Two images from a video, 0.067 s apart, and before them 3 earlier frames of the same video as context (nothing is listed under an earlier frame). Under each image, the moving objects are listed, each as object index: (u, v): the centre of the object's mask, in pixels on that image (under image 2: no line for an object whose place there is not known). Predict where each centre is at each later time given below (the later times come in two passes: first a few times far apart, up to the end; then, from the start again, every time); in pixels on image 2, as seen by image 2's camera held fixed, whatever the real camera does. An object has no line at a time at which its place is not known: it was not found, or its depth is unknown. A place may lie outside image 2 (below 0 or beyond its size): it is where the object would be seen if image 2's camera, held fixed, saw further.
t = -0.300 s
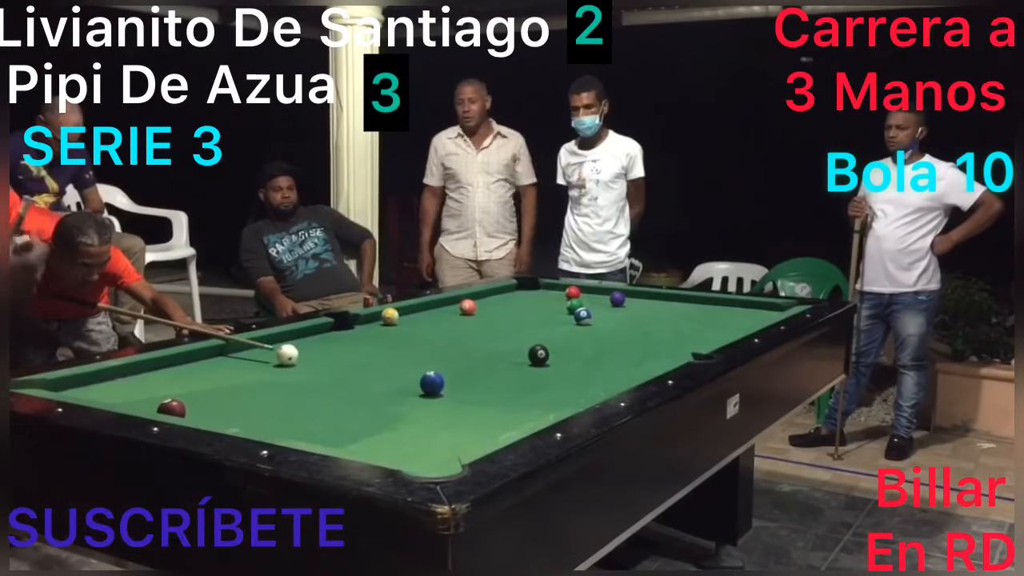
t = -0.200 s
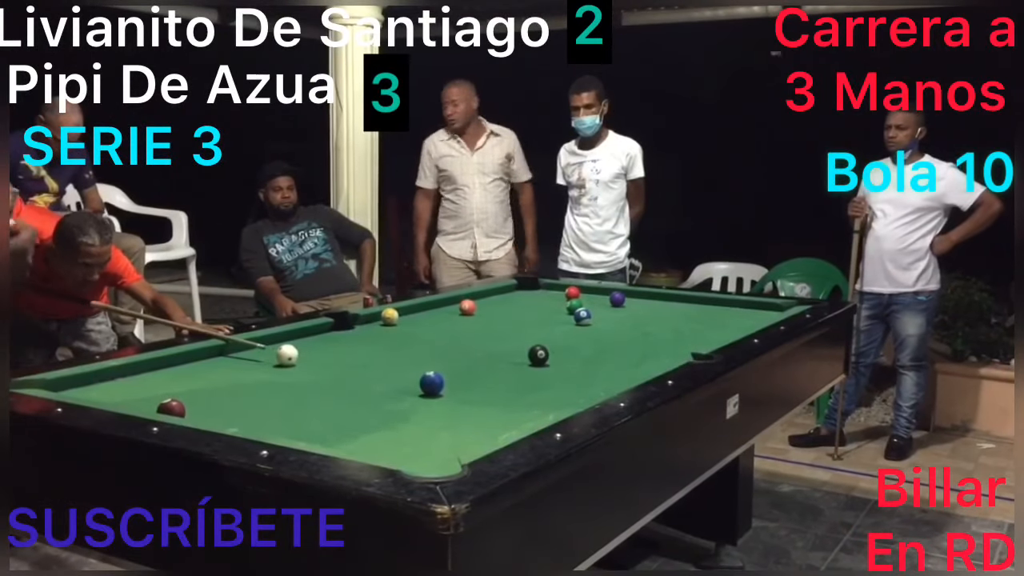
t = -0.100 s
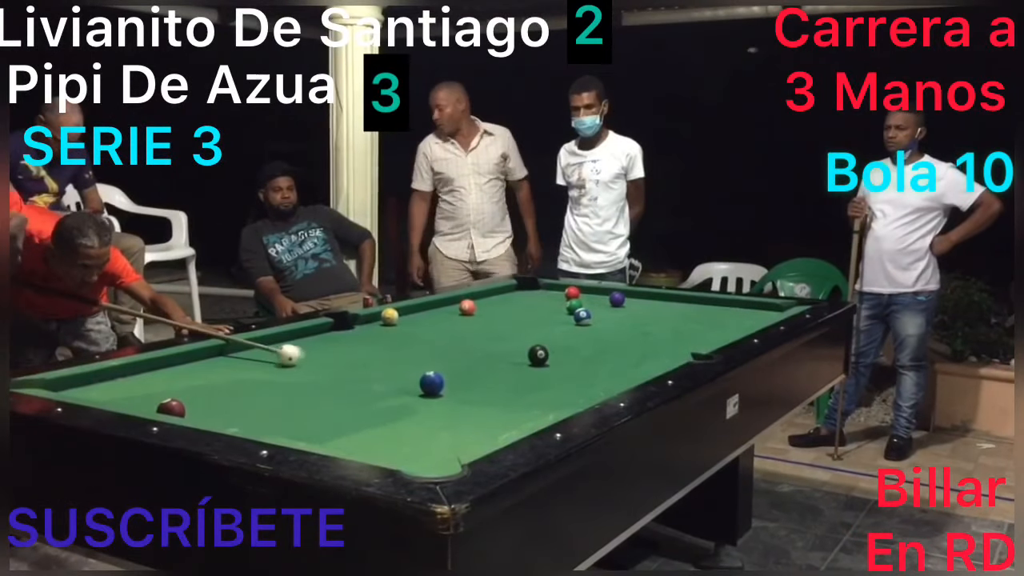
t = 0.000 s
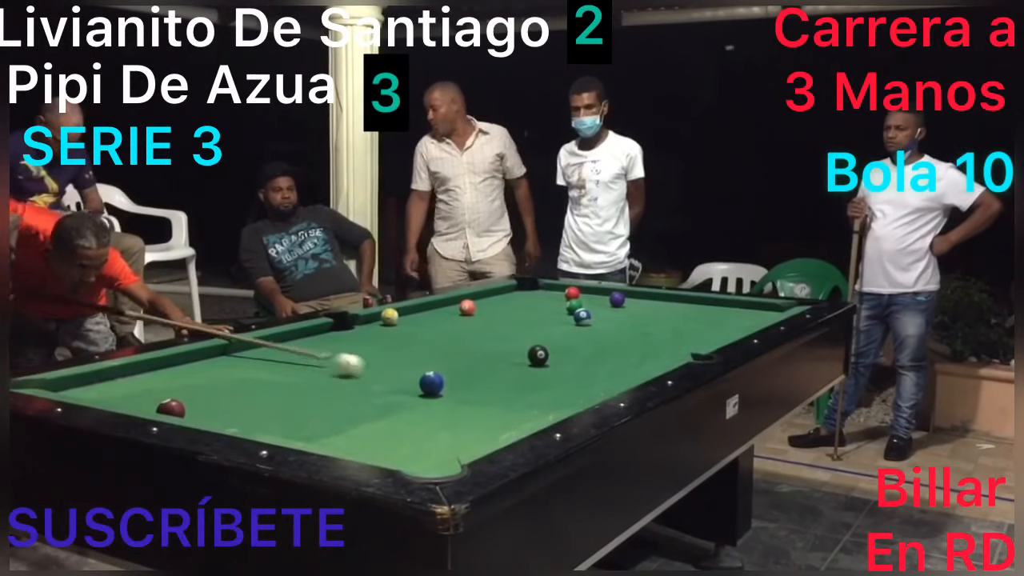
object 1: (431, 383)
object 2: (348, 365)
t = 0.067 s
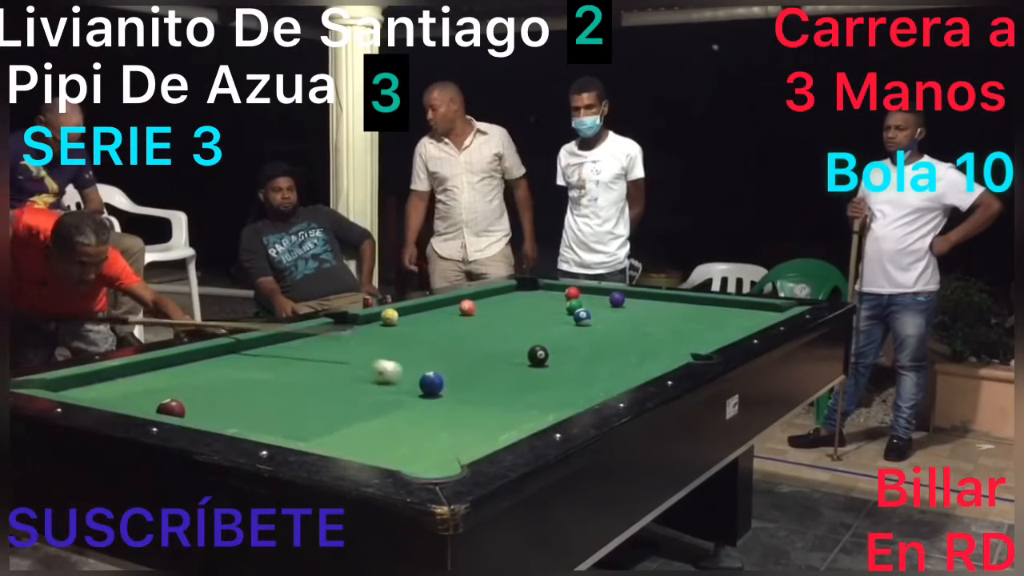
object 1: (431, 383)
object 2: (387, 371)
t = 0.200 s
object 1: (432, 388)
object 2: (458, 378)
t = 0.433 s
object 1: (435, 403)
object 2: (578, 381)
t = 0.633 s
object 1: (438, 417)
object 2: (604, 372)
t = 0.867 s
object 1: (441, 435)
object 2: (575, 354)
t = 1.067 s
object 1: (444, 451)
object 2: (555, 342)
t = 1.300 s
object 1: (422, 462)
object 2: (534, 329)
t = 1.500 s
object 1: (412, 463)
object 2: (519, 319)
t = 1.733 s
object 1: (425, 462)
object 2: (504, 310)
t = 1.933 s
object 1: (434, 460)
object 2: (493, 302)
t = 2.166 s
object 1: (441, 459)
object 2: (482, 294)
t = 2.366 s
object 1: (442, 458)
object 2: (499, 294)
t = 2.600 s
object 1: (443, 456)
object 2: (522, 293)
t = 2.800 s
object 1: (442, 457)
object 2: (540, 293)
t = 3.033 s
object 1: (443, 457)
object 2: (558, 293)
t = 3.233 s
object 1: (443, 457)
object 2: (561, 293)
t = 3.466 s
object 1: (443, 457)
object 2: (565, 292)
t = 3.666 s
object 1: (444, 456)
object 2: (568, 292)
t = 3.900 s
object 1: (444, 456)
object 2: (570, 292)
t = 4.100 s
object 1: (444, 456)
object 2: (572, 292)
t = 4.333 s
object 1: (444, 456)
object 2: (573, 292)
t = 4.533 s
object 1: (444, 456)
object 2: (573, 292)
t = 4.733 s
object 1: (444, 456)
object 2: (573, 292)
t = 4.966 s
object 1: (444, 456)
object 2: (574, 292)
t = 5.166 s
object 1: (444, 456)
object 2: (573, 292)
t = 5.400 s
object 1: (443, 457)
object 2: (573, 292)
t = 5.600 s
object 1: (443, 457)
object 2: (573, 292)
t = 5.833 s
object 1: (443, 457)
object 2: (573, 292)
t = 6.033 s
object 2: (574, 292)
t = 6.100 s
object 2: (574, 292)
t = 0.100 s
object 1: (431, 383)
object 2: (405, 374)
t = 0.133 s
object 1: (431, 383)
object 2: (419, 374)
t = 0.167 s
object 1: (432, 385)
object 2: (444, 375)
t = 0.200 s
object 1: (432, 388)
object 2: (458, 378)
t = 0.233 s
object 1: (432, 390)
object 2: (475, 378)
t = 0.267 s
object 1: (433, 392)
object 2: (492, 378)
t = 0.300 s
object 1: (433, 394)
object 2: (509, 379)
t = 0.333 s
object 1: (434, 397)
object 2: (526, 379)
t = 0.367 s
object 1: (434, 399)
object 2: (544, 380)
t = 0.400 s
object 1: (434, 401)
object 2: (561, 380)
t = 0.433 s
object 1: (435, 403)
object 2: (578, 381)
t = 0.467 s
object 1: (436, 406)
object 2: (594, 380)
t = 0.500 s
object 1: (436, 407)
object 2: (612, 377)
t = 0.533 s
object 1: (436, 410)
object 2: (617, 376)
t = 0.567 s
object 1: (437, 412)
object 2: (612, 375)
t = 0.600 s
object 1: (437, 415)
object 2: (608, 374)
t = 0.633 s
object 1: (438, 417)
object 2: (604, 372)
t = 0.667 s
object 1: (438, 419)
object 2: (600, 369)
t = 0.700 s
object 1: (439, 422)
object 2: (595, 367)
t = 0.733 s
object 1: (439, 425)
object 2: (591, 364)
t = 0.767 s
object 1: (440, 427)
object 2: (587, 361)
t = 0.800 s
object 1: (440, 430)
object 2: (583, 359)
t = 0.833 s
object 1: (441, 433)
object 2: (579, 356)
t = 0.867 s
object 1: (441, 435)
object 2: (575, 354)
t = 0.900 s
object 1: (442, 438)
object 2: (572, 352)
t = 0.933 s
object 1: (442, 440)
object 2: (568, 350)
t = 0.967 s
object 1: (443, 443)
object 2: (565, 348)
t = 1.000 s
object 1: (443, 446)
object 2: (561, 346)
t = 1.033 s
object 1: (443, 449)
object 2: (558, 344)
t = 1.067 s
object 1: (444, 451)
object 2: (555, 342)
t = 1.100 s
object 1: (444, 455)
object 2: (552, 339)
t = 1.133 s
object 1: (445, 457)
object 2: (549, 338)
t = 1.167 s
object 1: (441, 459)
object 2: (546, 336)
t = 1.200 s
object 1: (437, 460)
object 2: (543, 334)
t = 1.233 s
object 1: (432, 460)
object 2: (540, 333)
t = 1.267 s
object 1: (427, 461)
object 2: (537, 331)
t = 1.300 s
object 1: (422, 462)
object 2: (534, 329)
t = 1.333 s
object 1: (418, 462)
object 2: (531, 327)
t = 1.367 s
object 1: (412, 463)
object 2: (529, 326)
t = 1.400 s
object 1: (409, 463)
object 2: (526, 324)
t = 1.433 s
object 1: (408, 463)
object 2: (524, 322)
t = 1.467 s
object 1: (410, 463)
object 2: (521, 321)
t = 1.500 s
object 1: (412, 463)
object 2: (519, 319)
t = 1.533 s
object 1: (413, 463)
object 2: (517, 318)
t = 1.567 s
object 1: (415, 463)
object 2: (514, 317)
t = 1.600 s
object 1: (417, 462)
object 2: (512, 315)
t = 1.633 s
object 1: (419, 462)
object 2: (510, 314)
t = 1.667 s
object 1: (421, 462)
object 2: (508, 312)
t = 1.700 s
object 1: (423, 462)
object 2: (506, 311)
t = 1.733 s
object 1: (425, 462)
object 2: (504, 310)
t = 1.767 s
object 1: (426, 461)
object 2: (502, 308)
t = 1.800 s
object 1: (428, 461)
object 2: (500, 307)
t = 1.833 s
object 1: (429, 461)
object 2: (498, 306)
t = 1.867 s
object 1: (431, 460)
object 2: (496, 305)
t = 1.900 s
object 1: (432, 460)
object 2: (494, 304)
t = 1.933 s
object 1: (434, 460)
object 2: (493, 302)
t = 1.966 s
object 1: (435, 460)
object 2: (491, 301)
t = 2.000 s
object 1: (436, 459)
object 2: (489, 300)
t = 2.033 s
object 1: (438, 459)
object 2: (488, 299)
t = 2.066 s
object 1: (439, 459)
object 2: (486, 298)
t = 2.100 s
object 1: (440, 459)
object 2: (485, 297)
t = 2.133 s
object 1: (441, 459)
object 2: (483, 295)
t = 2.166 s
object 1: (441, 459)
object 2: (482, 294)
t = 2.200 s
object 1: (440, 460)
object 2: (482, 293)
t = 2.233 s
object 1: (441, 459)
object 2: (485, 293)
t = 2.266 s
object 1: (441, 459)
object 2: (489, 293)
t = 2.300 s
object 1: (441, 459)
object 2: (492, 294)
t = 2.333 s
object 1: (441, 458)
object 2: (496, 294)
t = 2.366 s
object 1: (442, 458)
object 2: (499, 294)
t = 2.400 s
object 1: (442, 457)
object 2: (502, 293)
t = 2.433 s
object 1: (442, 457)
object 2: (505, 294)
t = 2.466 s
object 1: (442, 457)
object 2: (509, 294)
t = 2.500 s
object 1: (442, 457)
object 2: (512, 294)
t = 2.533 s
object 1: (443, 457)
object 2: (515, 294)
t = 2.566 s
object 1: (443, 457)
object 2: (518, 294)
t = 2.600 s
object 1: (443, 456)
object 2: (522, 293)
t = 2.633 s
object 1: (442, 456)
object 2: (525, 293)
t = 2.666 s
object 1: (442, 456)
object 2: (528, 294)
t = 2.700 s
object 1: (443, 456)
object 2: (531, 294)
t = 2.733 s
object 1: (443, 456)
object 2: (534, 294)
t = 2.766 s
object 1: (443, 456)
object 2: (537, 293)
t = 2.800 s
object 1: (442, 457)
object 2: (540, 293)
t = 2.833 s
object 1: (443, 457)
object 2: (543, 293)
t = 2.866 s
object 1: (443, 457)
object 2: (546, 293)
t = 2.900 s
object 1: (443, 457)
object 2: (549, 293)
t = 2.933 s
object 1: (443, 457)
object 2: (552, 293)
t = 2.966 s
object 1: (443, 457)
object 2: (555, 293)
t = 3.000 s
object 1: (443, 457)
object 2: (557, 293)
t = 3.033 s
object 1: (443, 457)
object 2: (558, 293)
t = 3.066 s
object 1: (443, 457)
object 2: (558, 293)
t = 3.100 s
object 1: (443, 457)
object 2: (559, 293)
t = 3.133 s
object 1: (443, 457)
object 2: (560, 293)
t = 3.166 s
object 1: (443, 457)
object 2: (560, 293)
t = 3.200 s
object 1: (443, 457)
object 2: (561, 293)
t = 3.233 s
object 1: (443, 457)
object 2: (561, 293)
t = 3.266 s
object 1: (443, 457)
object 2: (562, 293)
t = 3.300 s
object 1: (443, 457)
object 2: (562, 293)
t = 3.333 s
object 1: (443, 457)
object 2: (563, 293)
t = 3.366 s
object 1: (443, 457)
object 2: (564, 293)
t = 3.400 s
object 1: (443, 457)
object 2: (564, 293)
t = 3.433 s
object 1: (443, 457)
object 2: (564, 292)
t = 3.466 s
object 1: (443, 457)
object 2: (565, 292)
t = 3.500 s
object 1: (444, 457)
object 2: (565, 292)
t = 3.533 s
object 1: (444, 456)
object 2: (566, 292)
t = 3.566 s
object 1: (444, 456)
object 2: (566, 292)
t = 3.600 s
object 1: (444, 457)
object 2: (567, 292)
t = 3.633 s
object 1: (444, 456)
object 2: (567, 292)
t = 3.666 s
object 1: (444, 456)
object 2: (568, 292)
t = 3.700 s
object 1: (444, 456)
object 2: (568, 292)
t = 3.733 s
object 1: (444, 456)
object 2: (569, 292)
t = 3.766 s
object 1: (444, 456)
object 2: (569, 292)
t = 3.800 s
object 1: (444, 456)
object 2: (569, 292)
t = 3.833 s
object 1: (444, 456)
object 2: (569, 292)
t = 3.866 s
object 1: (444, 456)
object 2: (570, 292)
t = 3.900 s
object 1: (444, 456)
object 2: (570, 292)
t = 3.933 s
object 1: (444, 456)
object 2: (571, 292)
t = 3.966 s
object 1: (444, 456)
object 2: (571, 292)
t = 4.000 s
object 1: (444, 456)
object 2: (571, 292)
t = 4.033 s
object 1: (444, 456)
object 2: (571, 292)
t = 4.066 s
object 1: (444, 456)
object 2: (572, 292)
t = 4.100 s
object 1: (444, 456)
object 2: (572, 292)
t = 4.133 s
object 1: (444, 456)
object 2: (572, 292)
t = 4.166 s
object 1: (444, 456)
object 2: (572, 292)
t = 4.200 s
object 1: (444, 456)
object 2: (572, 292)
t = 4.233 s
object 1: (444, 456)
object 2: (572, 292)
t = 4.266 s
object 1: (444, 456)
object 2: (573, 292)
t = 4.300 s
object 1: (444, 456)
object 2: (573, 292)
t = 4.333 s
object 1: (444, 456)
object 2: (573, 292)
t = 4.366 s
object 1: (444, 456)
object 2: (573, 292)
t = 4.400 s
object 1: (444, 456)
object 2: (573, 292)
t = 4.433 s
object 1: (444, 456)
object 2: (573, 292)
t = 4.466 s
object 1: (444, 456)
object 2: (573, 292)
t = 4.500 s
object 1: (444, 456)
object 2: (573, 292)
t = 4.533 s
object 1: (444, 456)
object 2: (573, 292)
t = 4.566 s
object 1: (444, 456)
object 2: (573, 292)
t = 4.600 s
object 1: (444, 456)
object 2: (573, 292)
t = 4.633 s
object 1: (444, 456)
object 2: (573, 292)
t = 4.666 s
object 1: (444, 456)
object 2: (573, 292)
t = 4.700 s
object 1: (444, 456)
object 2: (573, 292)
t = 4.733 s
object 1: (444, 456)
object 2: (573, 292)
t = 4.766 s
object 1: (444, 456)
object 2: (573, 292)
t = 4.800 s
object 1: (444, 456)
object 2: (573, 292)
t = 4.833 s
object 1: (444, 456)
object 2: (573, 292)
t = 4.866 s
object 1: (444, 456)
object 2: (573, 292)
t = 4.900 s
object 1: (444, 456)
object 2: (574, 292)
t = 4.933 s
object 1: (444, 456)
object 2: (573, 292)
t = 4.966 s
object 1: (444, 456)
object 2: (574, 292)
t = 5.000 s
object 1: (444, 456)
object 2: (574, 292)
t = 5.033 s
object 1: (444, 456)
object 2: (574, 292)
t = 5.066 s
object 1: (444, 456)
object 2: (574, 292)
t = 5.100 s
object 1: (444, 456)
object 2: (573, 292)
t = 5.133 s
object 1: (444, 456)
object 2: (573, 292)
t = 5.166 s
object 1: (444, 456)
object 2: (573, 292)
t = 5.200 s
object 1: (443, 456)
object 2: (573, 292)
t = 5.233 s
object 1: (443, 457)
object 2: (573, 292)
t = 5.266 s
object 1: (443, 457)
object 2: (573, 292)
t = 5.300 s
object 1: (443, 457)
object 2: (573, 292)
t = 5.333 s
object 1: (443, 457)
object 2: (573, 292)
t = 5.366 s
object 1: (443, 457)
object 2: (574, 292)
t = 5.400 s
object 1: (443, 457)
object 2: (573, 292)
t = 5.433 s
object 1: (443, 457)
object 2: (573, 292)
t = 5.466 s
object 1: (443, 457)
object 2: (573, 292)
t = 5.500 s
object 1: (443, 457)
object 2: (573, 292)
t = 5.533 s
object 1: (443, 457)
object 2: (574, 292)
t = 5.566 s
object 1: (443, 457)
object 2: (573, 292)
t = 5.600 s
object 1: (443, 457)
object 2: (573, 292)
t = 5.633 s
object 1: (443, 457)
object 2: (573, 292)
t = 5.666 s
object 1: (443, 457)
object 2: (573, 292)
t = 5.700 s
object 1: (443, 457)
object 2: (573, 292)
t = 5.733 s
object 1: (443, 457)
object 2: (573, 292)
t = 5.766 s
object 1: (443, 457)
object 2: (573, 292)
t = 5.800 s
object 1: (443, 457)
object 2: (573, 292)
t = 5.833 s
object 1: (443, 457)
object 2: (573, 292)
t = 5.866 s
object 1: (443, 457)
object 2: (573, 292)
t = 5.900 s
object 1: (443, 457)
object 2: (573, 292)
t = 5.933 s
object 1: (443, 457)
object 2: (574, 292)
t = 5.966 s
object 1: (442, 457)
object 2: (574, 292)
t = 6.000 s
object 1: (442, 457)
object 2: (574, 292)
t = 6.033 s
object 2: (574, 292)
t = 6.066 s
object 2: (574, 292)
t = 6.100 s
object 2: (574, 292)
